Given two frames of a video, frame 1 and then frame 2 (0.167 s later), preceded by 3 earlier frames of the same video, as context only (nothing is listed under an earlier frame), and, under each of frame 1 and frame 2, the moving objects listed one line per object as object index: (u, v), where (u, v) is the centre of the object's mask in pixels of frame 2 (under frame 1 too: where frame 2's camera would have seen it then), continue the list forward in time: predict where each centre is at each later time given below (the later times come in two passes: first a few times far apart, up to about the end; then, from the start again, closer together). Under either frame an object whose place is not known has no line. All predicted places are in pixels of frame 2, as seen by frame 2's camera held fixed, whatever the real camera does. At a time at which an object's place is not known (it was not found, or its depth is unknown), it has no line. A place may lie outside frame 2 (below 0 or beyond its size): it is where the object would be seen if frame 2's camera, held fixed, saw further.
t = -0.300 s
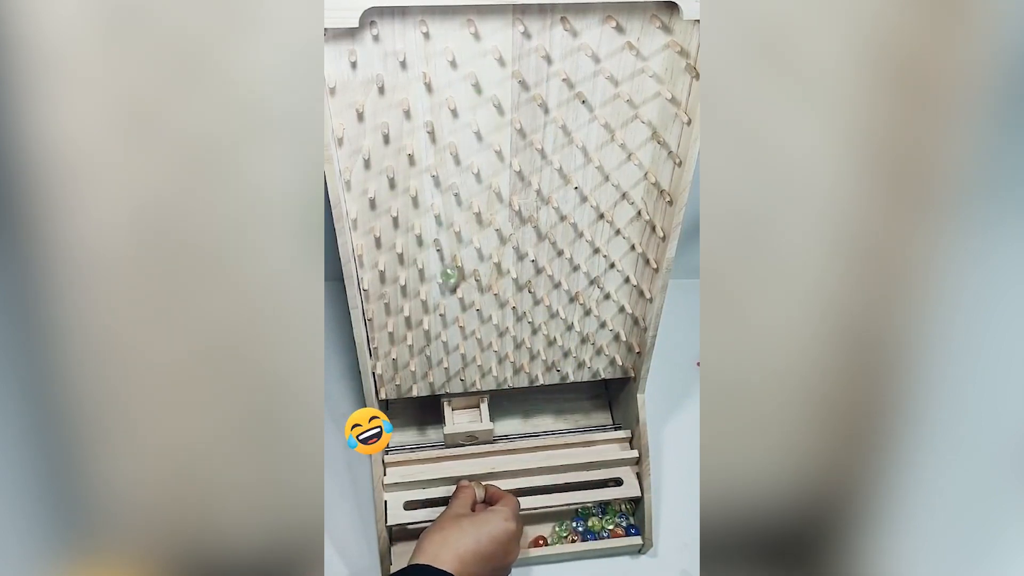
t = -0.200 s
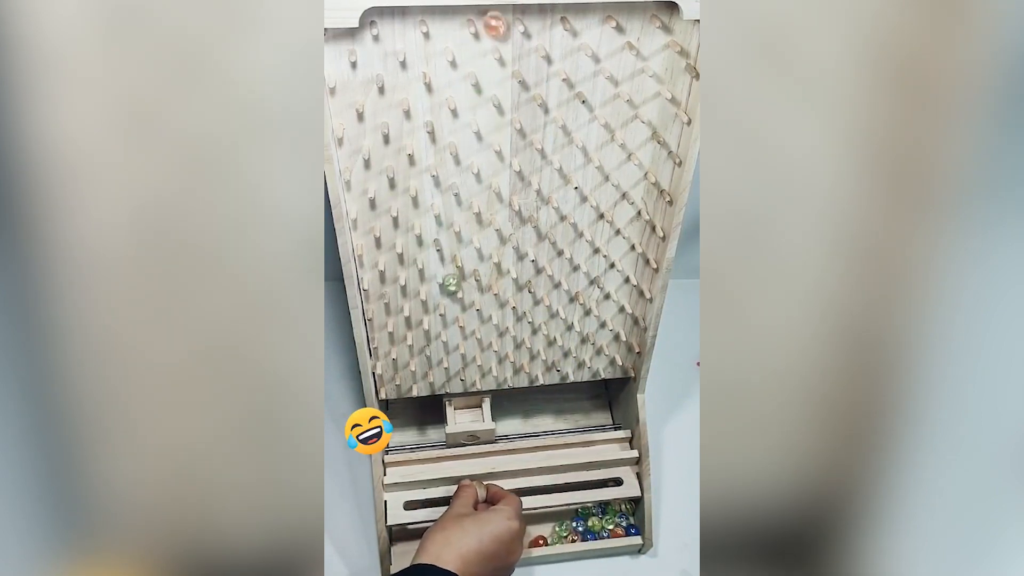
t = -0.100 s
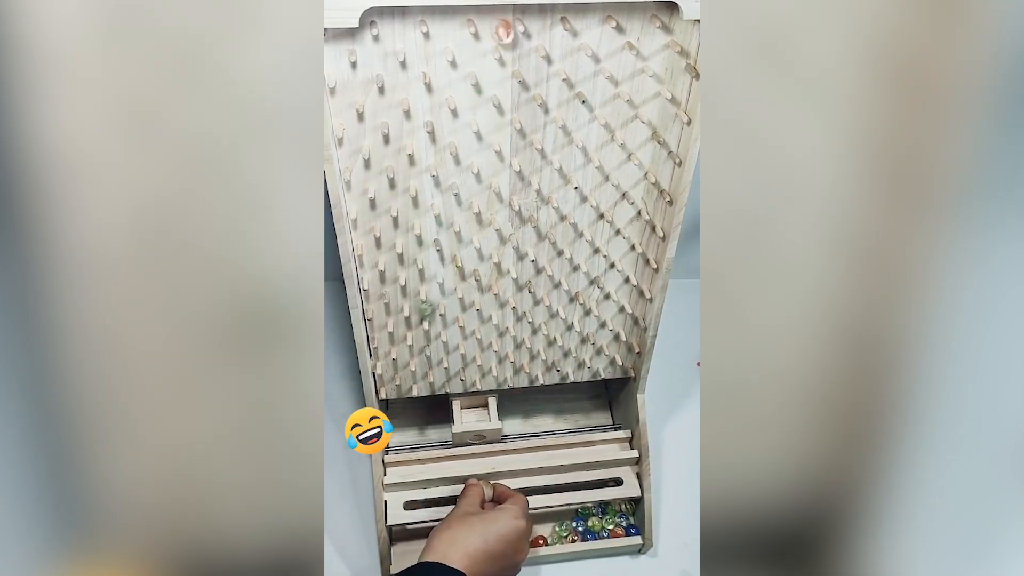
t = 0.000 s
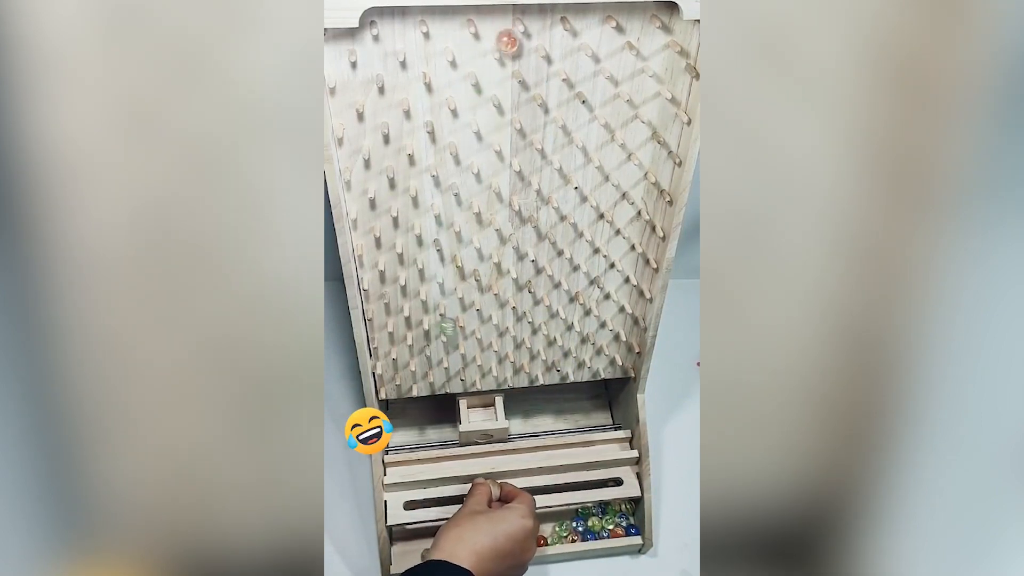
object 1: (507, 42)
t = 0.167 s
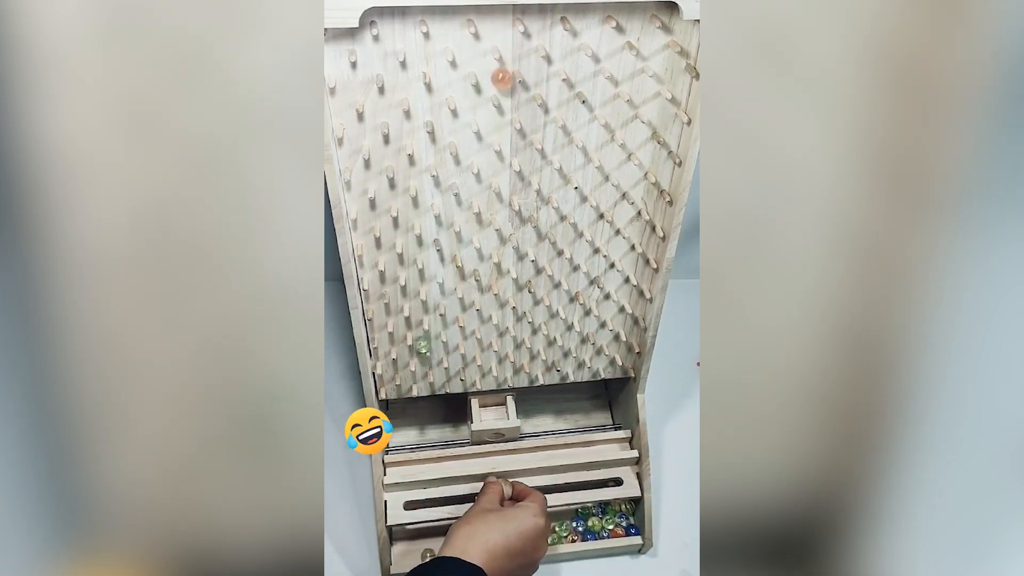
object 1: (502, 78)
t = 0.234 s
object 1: (503, 78)
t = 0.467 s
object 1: (522, 109)
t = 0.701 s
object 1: (543, 132)
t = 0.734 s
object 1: (550, 135)
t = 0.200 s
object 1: (502, 80)
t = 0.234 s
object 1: (503, 78)
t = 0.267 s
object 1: (502, 87)
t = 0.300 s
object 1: (505, 89)
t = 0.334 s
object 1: (513, 96)
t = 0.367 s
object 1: (522, 110)
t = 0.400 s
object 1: (521, 109)
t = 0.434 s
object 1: (520, 109)
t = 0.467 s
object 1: (522, 109)
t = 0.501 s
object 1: (526, 112)
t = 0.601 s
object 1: (538, 123)
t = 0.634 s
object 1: (538, 132)
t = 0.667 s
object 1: (540, 128)
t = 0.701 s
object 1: (543, 132)
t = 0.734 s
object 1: (550, 135)
